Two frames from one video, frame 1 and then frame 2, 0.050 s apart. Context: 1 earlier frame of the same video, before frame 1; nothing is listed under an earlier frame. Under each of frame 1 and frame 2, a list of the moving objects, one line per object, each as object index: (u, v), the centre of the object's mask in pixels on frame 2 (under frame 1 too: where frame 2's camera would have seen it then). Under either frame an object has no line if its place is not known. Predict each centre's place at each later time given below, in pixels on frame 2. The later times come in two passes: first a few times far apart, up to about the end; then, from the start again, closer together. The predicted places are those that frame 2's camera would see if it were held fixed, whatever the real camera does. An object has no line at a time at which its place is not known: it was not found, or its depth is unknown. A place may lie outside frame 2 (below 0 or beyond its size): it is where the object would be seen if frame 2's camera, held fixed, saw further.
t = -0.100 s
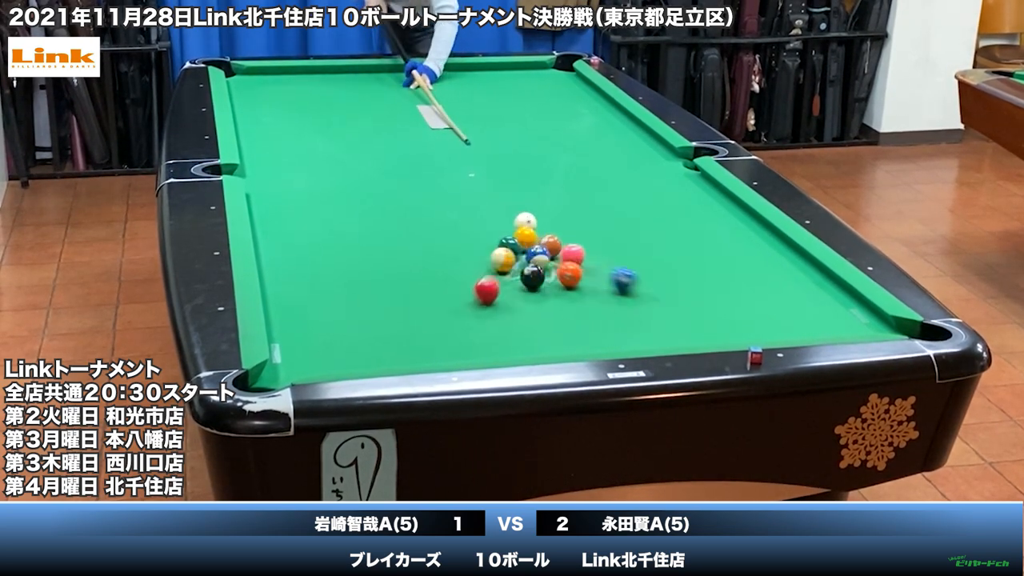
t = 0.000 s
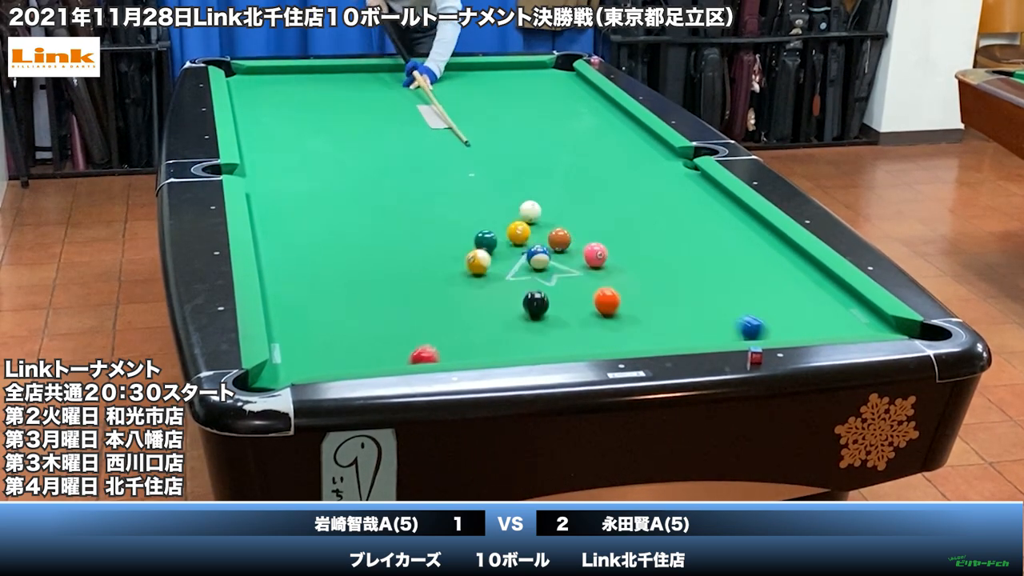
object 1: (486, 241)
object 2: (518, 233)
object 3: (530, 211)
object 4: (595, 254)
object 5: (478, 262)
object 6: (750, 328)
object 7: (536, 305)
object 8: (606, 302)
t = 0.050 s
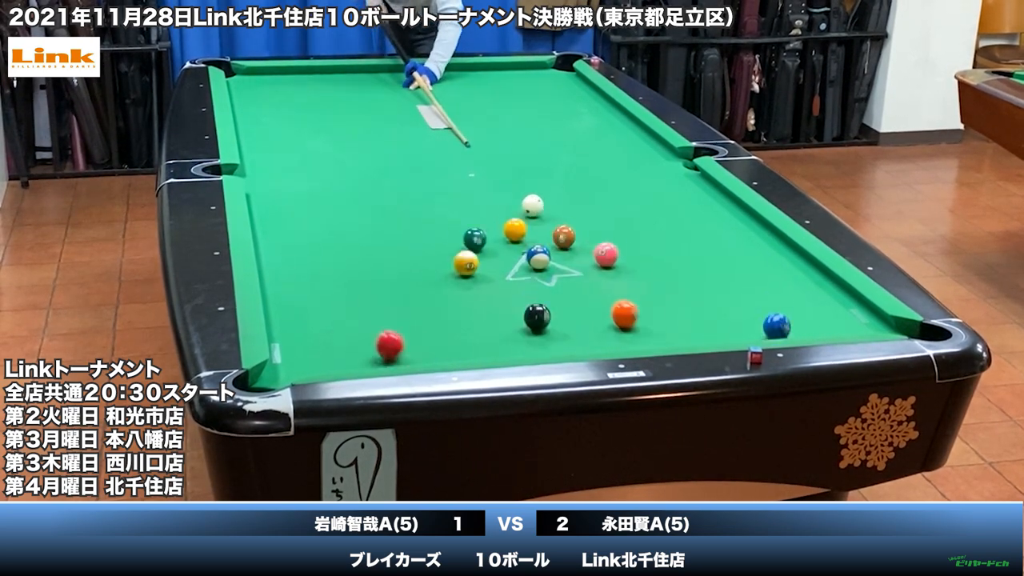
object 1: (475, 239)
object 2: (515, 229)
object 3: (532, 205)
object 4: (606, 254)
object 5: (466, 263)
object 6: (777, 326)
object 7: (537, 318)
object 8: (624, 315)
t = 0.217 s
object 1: (440, 231)
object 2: (504, 218)
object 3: (542, 190)
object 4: (640, 253)
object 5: (427, 266)
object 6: (781, 276)
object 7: (537, 346)
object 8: (665, 335)
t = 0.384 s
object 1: (406, 223)
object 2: (495, 208)
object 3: (552, 180)
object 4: (674, 252)
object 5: (388, 270)
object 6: (771, 240)
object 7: (513, 328)
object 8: (657, 314)
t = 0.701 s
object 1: (347, 208)
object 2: (478, 191)
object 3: (570, 163)
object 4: (735, 249)
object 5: (315, 277)
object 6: (671, 194)
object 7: (474, 293)
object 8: (644, 277)
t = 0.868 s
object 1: (318, 201)
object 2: (471, 183)
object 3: (578, 155)
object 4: (766, 248)
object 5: (275, 280)
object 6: (627, 173)
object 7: (456, 276)
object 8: (639, 260)
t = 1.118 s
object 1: (276, 191)
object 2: (460, 171)
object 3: (590, 144)
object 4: (775, 246)
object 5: (296, 275)
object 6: (568, 146)
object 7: (430, 254)
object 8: (631, 237)
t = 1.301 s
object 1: (256, 184)
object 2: (452, 164)
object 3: (599, 137)
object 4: (757, 244)
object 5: (315, 271)
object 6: (529, 129)
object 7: (413, 239)
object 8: (626, 222)
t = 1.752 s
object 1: (286, 171)
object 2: (437, 146)
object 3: (617, 120)
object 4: (718, 240)
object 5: (353, 263)
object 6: (450, 92)
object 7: (376, 207)
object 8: (616, 190)
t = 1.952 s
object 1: (297, 167)
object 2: (431, 140)
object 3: (622, 114)
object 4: (703, 238)
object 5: (368, 260)
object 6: (420, 78)
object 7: (361, 195)
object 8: (611, 177)
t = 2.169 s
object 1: (308, 162)
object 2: (425, 133)
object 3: (608, 109)
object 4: (687, 237)
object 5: (383, 256)
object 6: (391, 70)
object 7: (347, 183)
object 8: (607, 165)
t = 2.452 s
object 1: (320, 154)
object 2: (418, 125)
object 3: (592, 104)
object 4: (669, 235)
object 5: (400, 253)
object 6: (356, 79)
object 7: (330, 169)
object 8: (602, 151)
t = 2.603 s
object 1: (330, 151)
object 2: (414, 121)
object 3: (584, 102)
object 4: (660, 234)
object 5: (409, 251)
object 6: (337, 85)
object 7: (321, 161)
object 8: (600, 144)
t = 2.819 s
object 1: (336, 149)
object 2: (410, 116)
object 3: (574, 101)
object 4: (649, 233)
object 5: (419, 249)
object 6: (308, 92)
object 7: (309, 151)
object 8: (597, 134)
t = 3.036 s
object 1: (344, 146)
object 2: (405, 111)
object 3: (564, 102)
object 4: (638, 232)
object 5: (428, 247)
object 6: (278, 100)
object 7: (299, 143)
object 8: (593, 125)
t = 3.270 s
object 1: (351, 142)
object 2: (401, 106)
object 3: (551, 104)
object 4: (628, 231)
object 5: (437, 246)
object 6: (244, 108)
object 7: (288, 134)
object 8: (591, 117)
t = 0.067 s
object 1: (471, 239)
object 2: (514, 228)
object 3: (533, 203)
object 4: (609, 254)
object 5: (462, 263)
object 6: (777, 322)
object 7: (538, 322)
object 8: (630, 318)
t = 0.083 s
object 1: (468, 238)
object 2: (513, 227)
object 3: (534, 202)
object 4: (613, 254)
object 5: (458, 264)
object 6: (777, 315)
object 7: (538, 326)
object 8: (636, 323)
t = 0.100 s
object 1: (464, 237)
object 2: (512, 226)
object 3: (535, 200)
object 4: (617, 254)
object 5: (454, 264)
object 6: (777, 309)
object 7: (538, 330)
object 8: (642, 326)
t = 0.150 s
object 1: (453, 235)
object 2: (509, 223)
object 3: (538, 195)
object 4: (627, 254)
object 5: (442, 265)
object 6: (778, 294)
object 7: (540, 342)
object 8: (659, 336)
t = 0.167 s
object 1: (450, 234)
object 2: (508, 222)
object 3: (539, 193)
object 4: (630, 253)
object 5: (439, 265)
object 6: (779, 289)
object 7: (540, 344)
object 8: (664, 338)
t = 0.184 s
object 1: (447, 233)
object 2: (507, 221)
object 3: (540, 192)
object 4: (633, 253)
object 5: (435, 266)
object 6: (779, 284)
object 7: (541, 347)
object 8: (667, 338)
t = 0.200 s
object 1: (443, 232)
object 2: (505, 219)
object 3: (541, 191)
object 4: (637, 253)
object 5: (431, 266)
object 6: (780, 279)
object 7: (540, 347)
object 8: (666, 336)
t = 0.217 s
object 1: (440, 231)
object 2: (504, 218)
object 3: (542, 190)
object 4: (640, 253)
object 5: (427, 266)
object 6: (781, 276)
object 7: (537, 346)
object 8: (665, 335)
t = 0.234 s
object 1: (436, 230)
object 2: (504, 217)
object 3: (543, 189)
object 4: (644, 253)
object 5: (423, 267)
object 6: (781, 271)
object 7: (534, 345)
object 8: (663, 334)
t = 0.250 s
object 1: (433, 229)
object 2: (503, 216)
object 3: (544, 188)
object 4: (647, 253)
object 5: (420, 267)
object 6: (782, 268)
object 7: (532, 343)
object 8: (662, 332)
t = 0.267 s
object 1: (430, 228)
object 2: (502, 216)
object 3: (545, 187)
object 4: (650, 253)
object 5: (416, 267)
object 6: (783, 263)
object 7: (529, 341)
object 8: (662, 330)
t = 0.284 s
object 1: (426, 228)
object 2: (500, 214)
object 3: (546, 185)
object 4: (654, 252)
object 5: (411, 268)
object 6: (784, 259)
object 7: (527, 340)
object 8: (661, 327)
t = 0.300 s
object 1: (423, 227)
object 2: (500, 213)
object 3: (547, 185)
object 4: (657, 252)
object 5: (408, 268)
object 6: (785, 256)
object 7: (524, 338)
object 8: (660, 325)
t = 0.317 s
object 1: (420, 226)
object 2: (499, 213)
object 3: (548, 184)
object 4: (660, 252)
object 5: (404, 269)
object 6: (785, 253)
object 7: (522, 337)
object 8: (659, 323)
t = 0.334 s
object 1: (416, 225)
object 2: (498, 211)
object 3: (549, 182)
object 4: (664, 252)
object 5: (400, 269)
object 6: (786, 249)
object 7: (520, 334)
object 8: (659, 321)
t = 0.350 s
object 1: (413, 224)
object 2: (497, 210)
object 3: (550, 182)
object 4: (667, 252)
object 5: (396, 269)
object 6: (785, 246)
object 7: (518, 332)
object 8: (658, 319)
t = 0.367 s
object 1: (409, 224)
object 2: (496, 210)
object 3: (551, 181)
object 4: (670, 252)
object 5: (392, 270)
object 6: (778, 243)
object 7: (515, 330)
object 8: (657, 316)
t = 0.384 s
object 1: (406, 223)
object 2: (495, 208)
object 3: (552, 180)
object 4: (674, 252)
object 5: (388, 270)
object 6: (771, 240)
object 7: (513, 328)
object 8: (657, 314)
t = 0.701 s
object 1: (347, 208)
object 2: (478, 191)
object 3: (570, 163)
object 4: (735, 249)
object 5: (315, 277)
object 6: (671, 194)
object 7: (474, 293)
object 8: (644, 277)
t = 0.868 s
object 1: (318, 201)
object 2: (471, 183)
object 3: (578, 155)
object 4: (766, 248)
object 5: (275, 280)
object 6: (627, 173)
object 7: (456, 276)
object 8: (639, 260)
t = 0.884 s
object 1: (315, 200)
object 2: (470, 182)
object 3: (579, 154)
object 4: (769, 248)
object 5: (272, 281)
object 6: (622, 171)
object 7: (454, 275)
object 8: (638, 258)
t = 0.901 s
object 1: (312, 200)
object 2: (469, 181)
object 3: (580, 154)
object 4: (772, 248)
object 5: (271, 281)
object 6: (618, 169)
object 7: (452, 273)
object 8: (638, 257)
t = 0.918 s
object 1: (309, 199)
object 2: (469, 180)
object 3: (581, 153)
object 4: (775, 248)
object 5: (274, 280)
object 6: (614, 167)
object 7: (451, 271)
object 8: (637, 255)
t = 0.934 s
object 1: (306, 198)
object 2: (468, 180)
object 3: (582, 152)
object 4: (778, 248)
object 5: (276, 279)
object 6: (610, 165)
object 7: (449, 269)
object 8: (637, 254)
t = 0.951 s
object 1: (303, 198)
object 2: (467, 179)
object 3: (583, 151)
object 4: (782, 248)
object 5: (279, 279)
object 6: (605, 164)
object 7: (447, 268)
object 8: (636, 252)
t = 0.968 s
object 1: (301, 197)
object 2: (466, 178)
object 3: (583, 150)
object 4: (784, 248)
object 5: (280, 279)
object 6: (602, 162)
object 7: (445, 267)
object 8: (636, 251)
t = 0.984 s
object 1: (298, 196)
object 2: (465, 177)
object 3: (584, 149)
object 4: (787, 248)
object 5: (282, 278)
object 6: (597, 160)
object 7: (444, 265)
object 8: (635, 249)
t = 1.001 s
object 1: (295, 195)
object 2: (465, 177)
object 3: (584, 148)
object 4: (787, 248)
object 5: (284, 278)
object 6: (594, 159)
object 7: (442, 264)
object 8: (635, 248)
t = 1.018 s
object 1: (293, 195)
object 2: (464, 176)
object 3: (585, 145)
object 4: (785, 248)
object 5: (286, 277)
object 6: (590, 156)
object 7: (440, 262)
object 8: (634, 246)
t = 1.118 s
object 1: (276, 191)
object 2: (460, 171)
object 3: (590, 144)
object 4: (775, 246)
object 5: (296, 275)
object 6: (568, 146)
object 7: (430, 254)
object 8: (631, 237)
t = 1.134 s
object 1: (273, 191)
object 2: (459, 171)
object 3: (591, 143)
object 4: (773, 246)
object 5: (298, 275)
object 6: (564, 145)
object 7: (428, 252)
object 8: (631, 236)
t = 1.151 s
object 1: (271, 190)
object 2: (458, 170)
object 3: (592, 143)
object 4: (771, 246)
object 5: (299, 275)
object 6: (561, 143)
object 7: (427, 251)
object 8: (630, 234)
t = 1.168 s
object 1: (268, 189)
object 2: (458, 169)
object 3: (593, 142)
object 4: (770, 245)
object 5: (301, 274)
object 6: (557, 141)
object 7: (425, 250)
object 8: (630, 233)
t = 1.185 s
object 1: (266, 188)
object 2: (457, 168)
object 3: (593, 141)
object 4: (768, 245)
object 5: (303, 274)
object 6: (553, 139)
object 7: (424, 248)
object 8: (630, 231)
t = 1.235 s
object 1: (258, 187)
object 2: (455, 166)
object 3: (596, 139)
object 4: (763, 245)
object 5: (308, 273)
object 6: (543, 135)
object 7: (419, 244)
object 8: (628, 227)
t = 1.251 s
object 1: (255, 186)
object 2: (454, 165)
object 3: (596, 138)
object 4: (762, 245)
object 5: (310, 272)
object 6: (539, 133)
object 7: (418, 243)
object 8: (628, 226)
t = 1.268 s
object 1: (253, 185)
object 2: (454, 165)
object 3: (597, 138)
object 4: (760, 244)
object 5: (312, 272)
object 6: (536, 132)
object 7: (416, 241)
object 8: (627, 224)
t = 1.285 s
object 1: (254, 185)
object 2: (453, 164)
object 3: (598, 137)
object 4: (759, 244)
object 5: (313, 271)
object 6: (533, 130)
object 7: (414, 240)
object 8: (626, 223)
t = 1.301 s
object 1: (256, 184)
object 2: (452, 164)
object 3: (599, 137)
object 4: (757, 244)
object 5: (315, 271)
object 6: (529, 129)
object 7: (413, 239)
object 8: (626, 222)
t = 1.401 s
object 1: (263, 181)
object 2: (449, 160)
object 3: (603, 133)
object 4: (748, 243)
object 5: (324, 269)
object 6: (510, 120)
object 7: (404, 231)
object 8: (624, 214)
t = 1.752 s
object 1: (286, 171)
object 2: (437, 146)
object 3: (617, 120)
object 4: (718, 240)
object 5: (353, 263)
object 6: (450, 92)
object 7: (376, 207)
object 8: (616, 190)
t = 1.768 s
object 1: (286, 171)
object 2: (436, 146)
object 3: (617, 120)
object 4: (717, 240)
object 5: (354, 262)
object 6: (448, 91)
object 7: (375, 206)
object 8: (615, 189)
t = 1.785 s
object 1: (287, 171)
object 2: (436, 145)
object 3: (618, 119)
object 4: (715, 240)
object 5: (356, 262)
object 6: (445, 89)
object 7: (373, 205)
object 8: (615, 187)
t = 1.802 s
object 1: (288, 170)
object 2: (435, 145)
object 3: (618, 119)
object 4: (714, 240)
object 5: (357, 262)
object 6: (443, 88)
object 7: (372, 204)
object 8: (615, 187)
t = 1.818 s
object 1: (289, 170)
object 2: (435, 144)
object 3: (619, 118)
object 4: (713, 239)
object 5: (358, 262)
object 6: (440, 87)
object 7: (371, 203)
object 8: (614, 185)
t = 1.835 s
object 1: (290, 169)
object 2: (434, 143)
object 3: (620, 117)
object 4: (712, 239)
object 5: (360, 261)
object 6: (438, 86)
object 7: (370, 202)
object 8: (614, 184)
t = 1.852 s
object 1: (291, 169)
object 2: (434, 143)
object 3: (620, 117)
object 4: (710, 239)
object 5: (361, 261)
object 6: (435, 85)
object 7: (368, 201)
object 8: (613, 183)
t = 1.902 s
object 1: (294, 168)
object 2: (432, 141)
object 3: (623, 115)
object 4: (707, 239)
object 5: (364, 260)
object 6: (428, 81)
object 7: (365, 198)
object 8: (612, 180)
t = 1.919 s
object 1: (295, 167)
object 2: (432, 141)
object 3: (623, 115)
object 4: (706, 239)
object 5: (366, 260)
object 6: (426, 80)
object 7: (364, 197)
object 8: (612, 179)
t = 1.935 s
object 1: (296, 167)
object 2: (431, 140)
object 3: (623, 114)
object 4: (704, 238)
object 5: (367, 260)
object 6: (423, 79)
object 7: (362, 196)
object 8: (611, 178)
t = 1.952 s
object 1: (297, 167)
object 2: (431, 140)
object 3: (622, 114)
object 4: (703, 238)
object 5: (368, 260)
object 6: (420, 78)
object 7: (361, 195)
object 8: (611, 177)
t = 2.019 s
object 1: (300, 165)
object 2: (429, 138)
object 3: (617, 113)
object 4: (698, 238)
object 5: (373, 259)
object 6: (410, 73)
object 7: (357, 191)
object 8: (610, 173)
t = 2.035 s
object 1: (301, 165)
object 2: (429, 137)
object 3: (616, 112)
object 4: (697, 238)
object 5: (374, 258)
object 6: (409, 72)
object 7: (355, 190)
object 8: (610, 172)
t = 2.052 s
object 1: (302, 164)
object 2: (428, 137)
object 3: (615, 112)
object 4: (696, 238)
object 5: (375, 258)
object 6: (406, 72)
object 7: (354, 189)
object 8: (610, 171)
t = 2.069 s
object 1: (303, 164)
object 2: (428, 136)
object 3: (615, 111)
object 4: (695, 237)
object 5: (377, 258)
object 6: (404, 70)
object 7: (353, 188)
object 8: (609, 170)
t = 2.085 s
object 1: (304, 164)
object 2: (427, 136)
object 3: (613, 111)
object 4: (693, 237)
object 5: (378, 257)
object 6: (402, 69)
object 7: (352, 187)
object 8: (609, 169)
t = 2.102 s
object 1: (305, 163)
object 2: (427, 135)
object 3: (612, 111)
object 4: (692, 237)
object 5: (379, 257)
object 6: (399, 68)
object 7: (351, 186)
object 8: (609, 168)
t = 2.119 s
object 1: (306, 163)
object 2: (426, 135)
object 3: (611, 111)
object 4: (691, 237)
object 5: (380, 257)
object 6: (397, 68)
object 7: (350, 186)
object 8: (608, 168)
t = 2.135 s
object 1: (306, 162)
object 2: (426, 134)
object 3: (610, 110)
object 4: (690, 237)
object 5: (381, 257)
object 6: (395, 68)
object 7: (349, 185)
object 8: (608, 167)
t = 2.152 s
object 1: (307, 162)
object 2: (426, 134)
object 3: (609, 110)
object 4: (689, 237)
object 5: (382, 257)
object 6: (393, 69)
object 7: (348, 184)
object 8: (608, 166)
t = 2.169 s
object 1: (308, 162)
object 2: (425, 133)
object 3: (608, 109)
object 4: (687, 237)
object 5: (383, 256)
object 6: (391, 70)
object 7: (347, 183)
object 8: (607, 165)
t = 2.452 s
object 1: (320, 154)
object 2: (418, 125)
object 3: (592, 104)
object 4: (669, 235)
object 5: (400, 253)
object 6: (356, 79)
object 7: (330, 169)
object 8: (602, 151)
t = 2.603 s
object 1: (330, 151)
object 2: (414, 121)
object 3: (584, 102)
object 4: (660, 234)
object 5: (409, 251)
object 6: (337, 85)
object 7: (321, 161)
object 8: (600, 144)
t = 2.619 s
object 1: (331, 151)
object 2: (414, 121)
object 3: (583, 101)
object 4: (660, 234)
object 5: (409, 251)
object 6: (334, 85)
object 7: (320, 160)
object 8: (599, 143)
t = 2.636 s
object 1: (331, 151)
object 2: (414, 120)
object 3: (582, 101)
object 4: (659, 234)
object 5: (410, 251)
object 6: (332, 85)
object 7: (319, 160)
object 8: (599, 142)
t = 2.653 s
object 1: (331, 151)
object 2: (413, 120)
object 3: (581, 101)
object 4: (658, 234)
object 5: (411, 250)
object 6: (330, 86)
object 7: (318, 159)
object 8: (599, 141)
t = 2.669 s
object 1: (332, 151)
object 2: (413, 119)
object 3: (580, 100)
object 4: (657, 233)
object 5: (412, 250)
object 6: (328, 87)
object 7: (317, 158)
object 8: (599, 141)
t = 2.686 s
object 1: (332, 151)
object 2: (413, 119)
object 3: (580, 100)
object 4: (656, 233)
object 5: (413, 250)
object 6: (326, 87)
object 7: (316, 158)
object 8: (599, 140)
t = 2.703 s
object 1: (332, 151)
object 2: (412, 119)
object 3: (579, 100)
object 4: (655, 233)
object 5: (414, 250)
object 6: (323, 88)
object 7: (315, 156)
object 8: (598, 139)
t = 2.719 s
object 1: (333, 151)
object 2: (412, 118)
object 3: (578, 100)
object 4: (654, 233)
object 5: (414, 250)
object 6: (321, 88)
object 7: (314, 155)
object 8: (598, 138)
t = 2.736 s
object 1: (334, 150)
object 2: (412, 118)
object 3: (577, 100)
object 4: (653, 233)
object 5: (415, 250)
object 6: (319, 89)
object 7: (314, 155)
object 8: (598, 138)
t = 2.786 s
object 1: (335, 150)
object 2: (410, 116)
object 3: (575, 100)
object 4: (651, 233)
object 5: (418, 249)
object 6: (312, 91)
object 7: (311, 153)
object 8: (598, 136)
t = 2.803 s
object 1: (336, 149)
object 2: (410, 116)
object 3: (574, 101)
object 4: (650, 233)
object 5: (418, 249)
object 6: (310, 91)
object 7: (310, 152)
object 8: (597, 135)
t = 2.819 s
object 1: (336, 149)
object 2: (410, 116)
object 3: (574, 101)
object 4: (649, 233)
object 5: (419, 249)
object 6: (308, 92)
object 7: (309, 151)
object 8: (597, 134)
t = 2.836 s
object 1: (337, 149)
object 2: (409, 115)
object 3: (572, 101)
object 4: (648, 233)
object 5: (420, 249)
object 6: (305, 92)
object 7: (309, 151)
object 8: (597, 134)
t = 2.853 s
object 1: (337, 149)
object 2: (409, 115)
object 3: (572, 101)
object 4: (647, 233)
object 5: (421, 249)
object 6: (303, 93)
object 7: (308, 150)
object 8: (596, 133)
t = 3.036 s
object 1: (344, 146)
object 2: (405, 111)
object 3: (564, 102)
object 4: (638, 232)
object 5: (428, 247)
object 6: (278, 100)
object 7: (299, 143)
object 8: (593, 125)
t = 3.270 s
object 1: (351, 142)
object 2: (401, 106)
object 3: (551, 104)
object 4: (628, 231)
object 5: (437, 246)
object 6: (244, 108)
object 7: (288, 134)
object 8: (591, 117)
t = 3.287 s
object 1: (351, 142)
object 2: (401, 105)
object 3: (550, 104)
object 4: (628, 231)
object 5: (438, 245)
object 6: (242, 109)
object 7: (287, 133)
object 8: (591, 116)
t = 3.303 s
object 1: (352, 142)
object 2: (400, 105)
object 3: (549, 104)
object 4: (627, 231)
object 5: (438, 245)
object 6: (240, 110)
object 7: (286, 132)
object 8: (591, 116)
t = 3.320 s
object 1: (352, 142)
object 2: (400, 105)
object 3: (548, 104)
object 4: (626, 231)
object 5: (439, 245)
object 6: (240, 110)
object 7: (286, 132)
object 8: (590, 115)
